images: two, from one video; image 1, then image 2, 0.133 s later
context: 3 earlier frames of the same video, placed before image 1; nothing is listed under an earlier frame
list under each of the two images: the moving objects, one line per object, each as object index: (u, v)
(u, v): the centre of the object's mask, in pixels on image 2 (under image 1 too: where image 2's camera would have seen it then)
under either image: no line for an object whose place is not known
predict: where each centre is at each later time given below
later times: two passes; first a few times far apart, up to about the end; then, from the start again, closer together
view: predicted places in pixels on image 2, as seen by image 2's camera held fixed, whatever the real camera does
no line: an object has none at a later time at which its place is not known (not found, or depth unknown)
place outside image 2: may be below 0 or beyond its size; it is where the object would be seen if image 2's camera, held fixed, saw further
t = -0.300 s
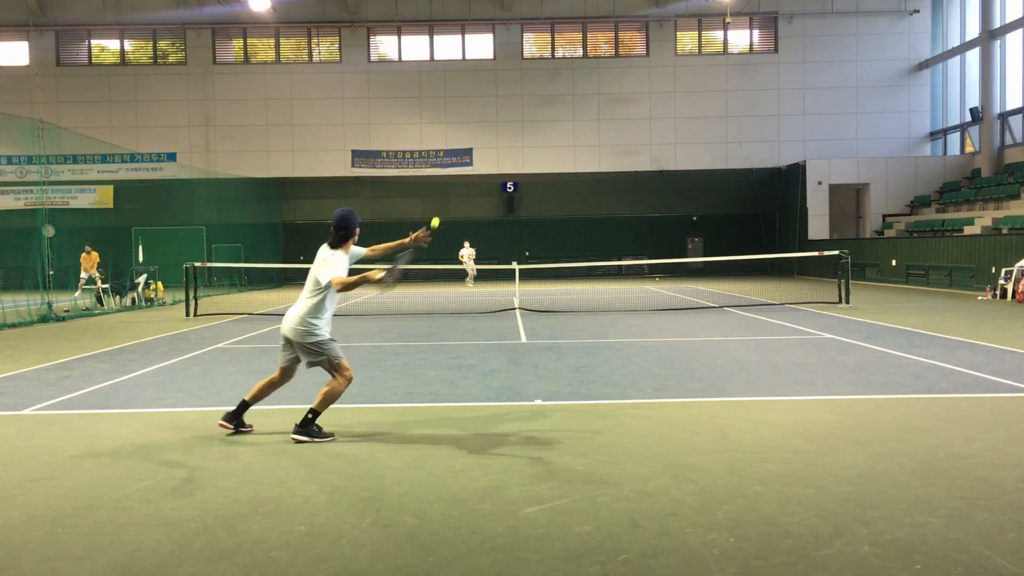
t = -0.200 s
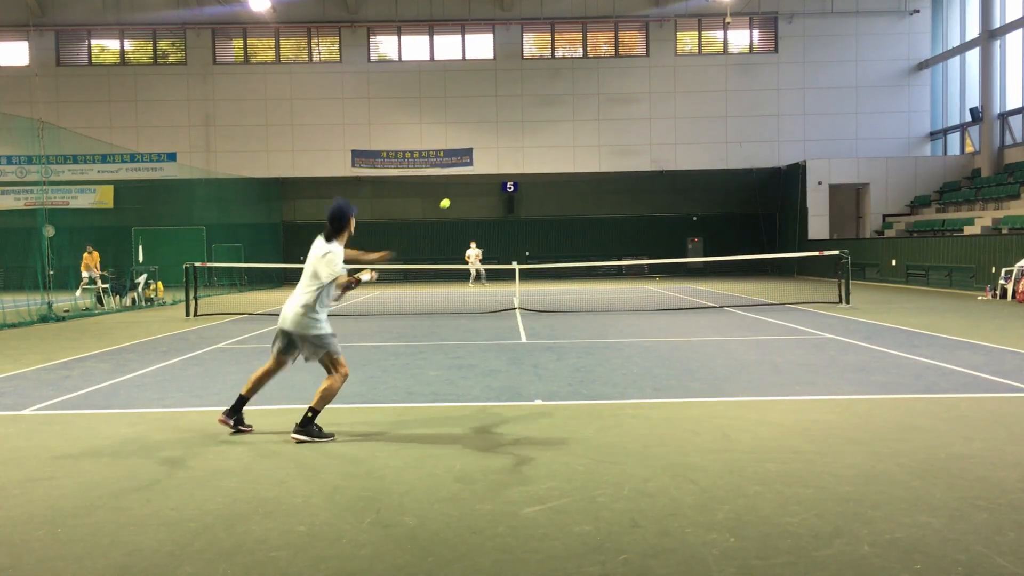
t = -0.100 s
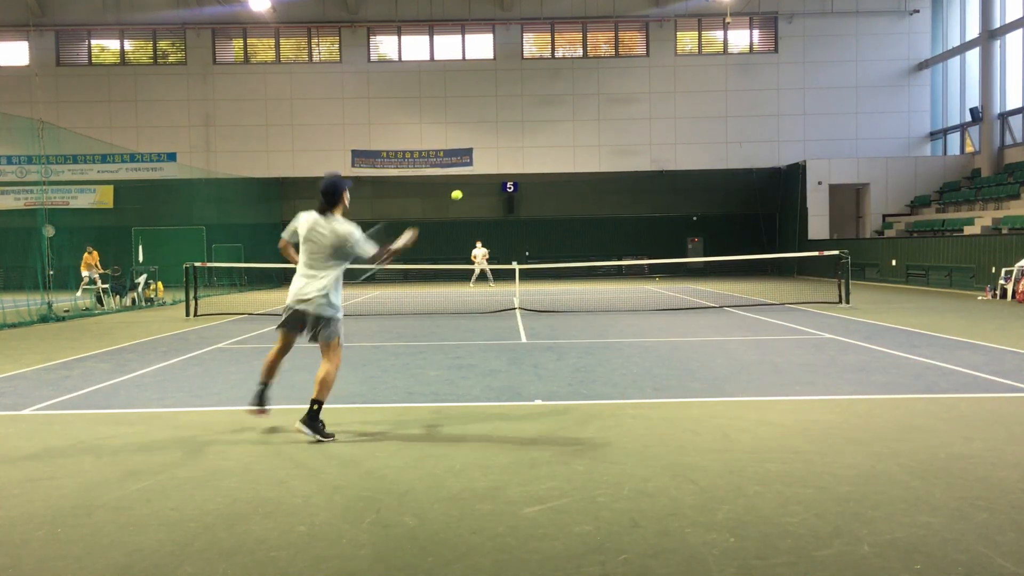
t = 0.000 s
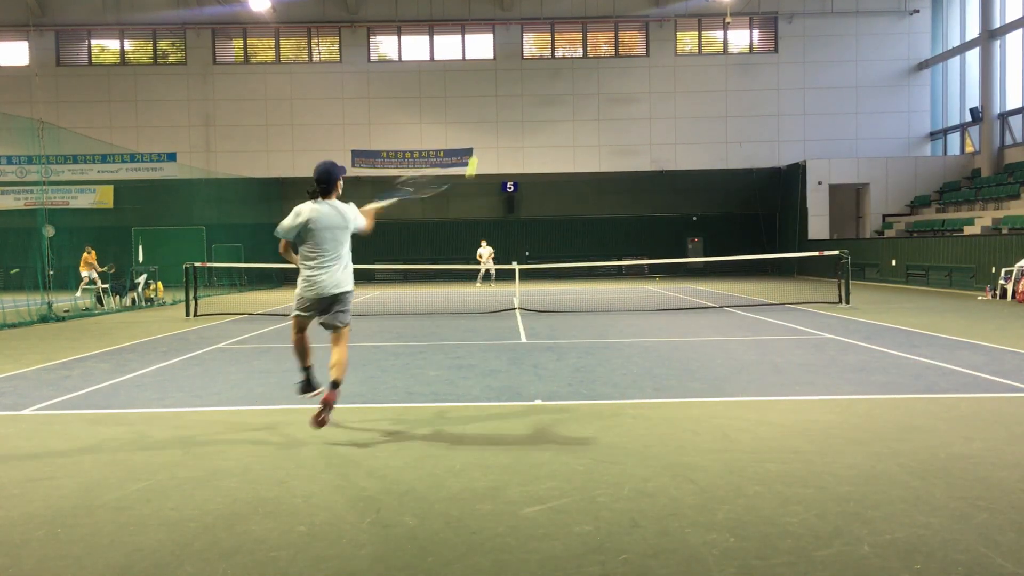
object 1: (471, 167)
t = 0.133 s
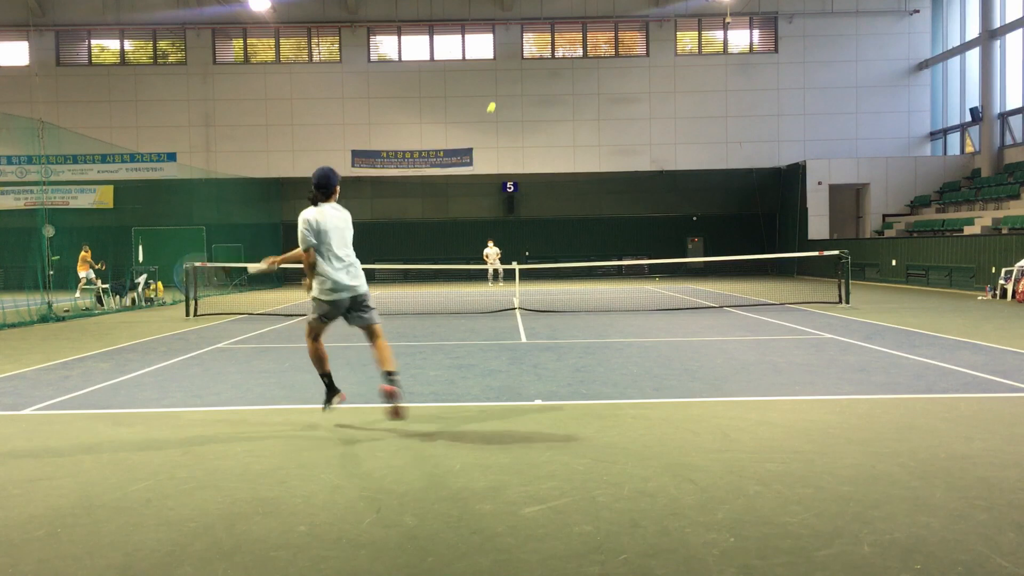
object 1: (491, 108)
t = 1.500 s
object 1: (581, 272)
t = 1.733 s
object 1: (585, 253)
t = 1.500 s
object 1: (581, 272)
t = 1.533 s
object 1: (583, 279)
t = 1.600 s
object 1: (584, 275)
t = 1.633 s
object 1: (584, 269)
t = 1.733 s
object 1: (585, 253)
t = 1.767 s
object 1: (585, 249)
